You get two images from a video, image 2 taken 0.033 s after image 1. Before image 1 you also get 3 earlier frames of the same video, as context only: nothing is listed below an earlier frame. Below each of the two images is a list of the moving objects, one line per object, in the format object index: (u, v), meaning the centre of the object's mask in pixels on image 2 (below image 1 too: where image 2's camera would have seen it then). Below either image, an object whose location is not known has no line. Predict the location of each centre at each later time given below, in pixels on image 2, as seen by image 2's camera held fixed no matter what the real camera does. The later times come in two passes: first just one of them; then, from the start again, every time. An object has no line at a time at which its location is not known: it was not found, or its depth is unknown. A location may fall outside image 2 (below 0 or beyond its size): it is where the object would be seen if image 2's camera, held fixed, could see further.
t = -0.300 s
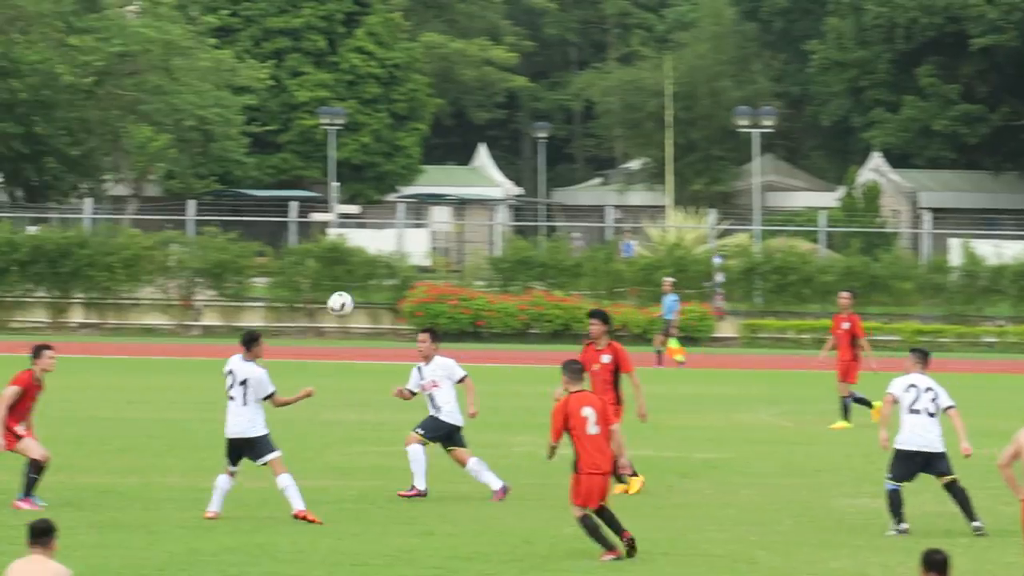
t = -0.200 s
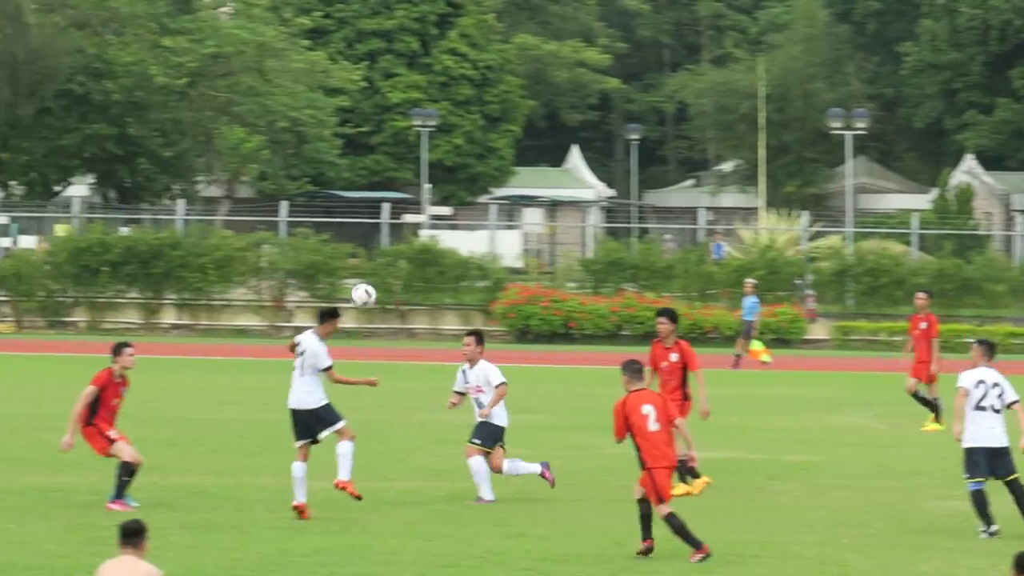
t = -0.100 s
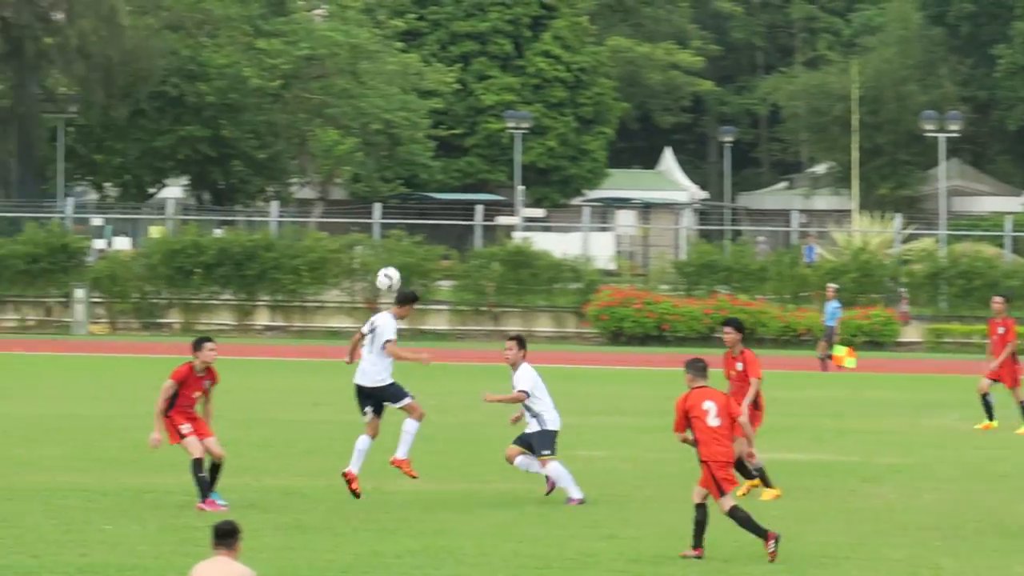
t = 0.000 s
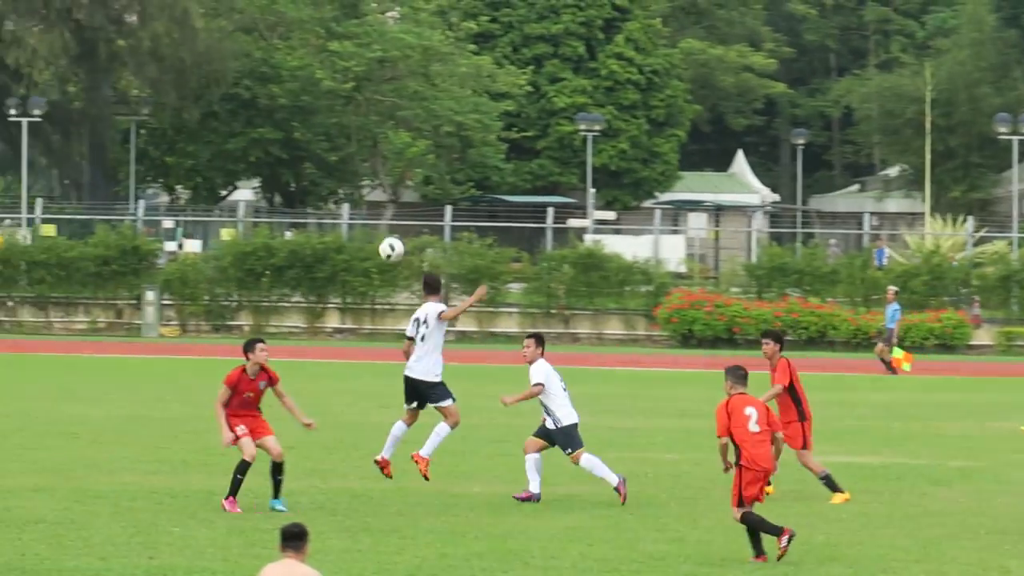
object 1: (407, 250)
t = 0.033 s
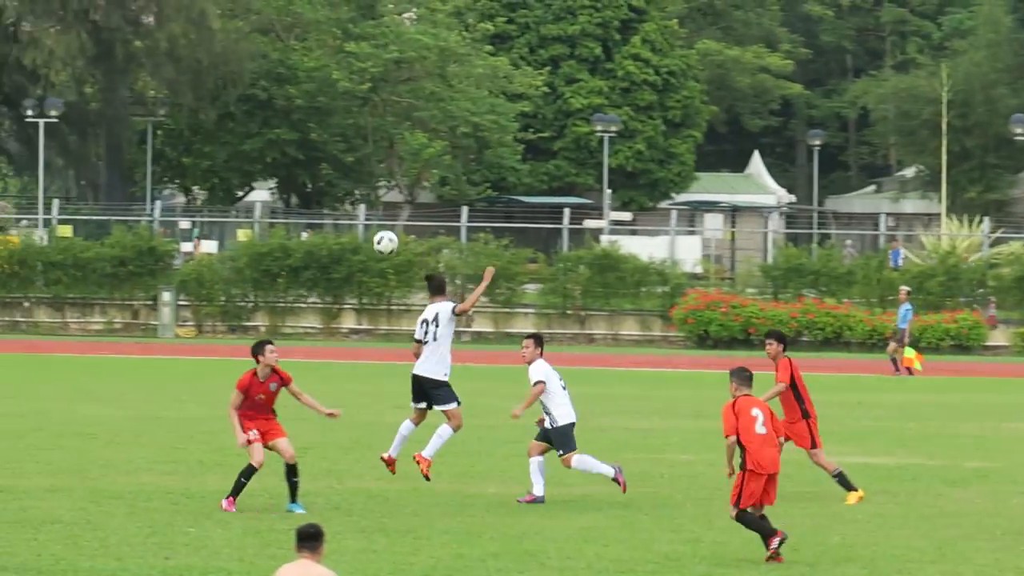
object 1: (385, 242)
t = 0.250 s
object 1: (247, 227)
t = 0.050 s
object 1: (374, 238)
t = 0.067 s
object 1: (363, 236)
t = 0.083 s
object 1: (353, 233)
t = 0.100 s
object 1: (342, 230)
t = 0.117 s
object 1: (332, 228)
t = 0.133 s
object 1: (321, 227)
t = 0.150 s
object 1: (310, 226)
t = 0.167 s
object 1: (300, 226)
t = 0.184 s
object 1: (289, 225)
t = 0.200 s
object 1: (278, 224)
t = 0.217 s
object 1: (268, 224)
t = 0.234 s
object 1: (258, 225)
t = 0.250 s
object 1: (247, 227)
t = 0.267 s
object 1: (237, 227)
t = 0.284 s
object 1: (227, 228)
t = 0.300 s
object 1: (216, 231)
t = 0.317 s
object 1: (206, 233)
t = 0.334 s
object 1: (196, 235)
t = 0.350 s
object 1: (186, 238)
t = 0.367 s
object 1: (176, 240)
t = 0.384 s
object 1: (166, 243)
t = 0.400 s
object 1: (156, 247)
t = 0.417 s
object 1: (146, 251)
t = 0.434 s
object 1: (136, 255)
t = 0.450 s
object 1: (126, 259)
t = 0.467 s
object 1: (116, 264)
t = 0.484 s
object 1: (105, 269)
